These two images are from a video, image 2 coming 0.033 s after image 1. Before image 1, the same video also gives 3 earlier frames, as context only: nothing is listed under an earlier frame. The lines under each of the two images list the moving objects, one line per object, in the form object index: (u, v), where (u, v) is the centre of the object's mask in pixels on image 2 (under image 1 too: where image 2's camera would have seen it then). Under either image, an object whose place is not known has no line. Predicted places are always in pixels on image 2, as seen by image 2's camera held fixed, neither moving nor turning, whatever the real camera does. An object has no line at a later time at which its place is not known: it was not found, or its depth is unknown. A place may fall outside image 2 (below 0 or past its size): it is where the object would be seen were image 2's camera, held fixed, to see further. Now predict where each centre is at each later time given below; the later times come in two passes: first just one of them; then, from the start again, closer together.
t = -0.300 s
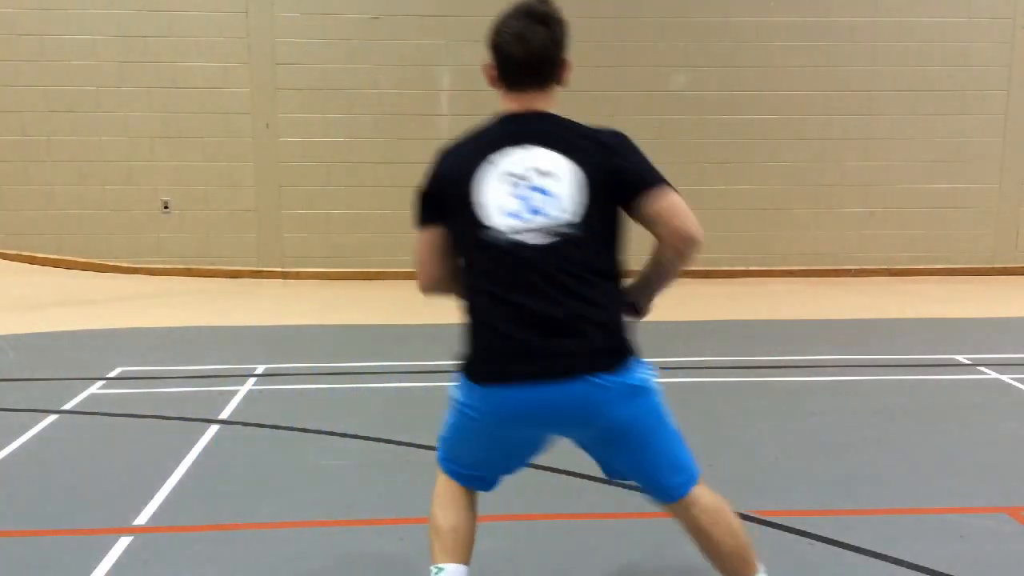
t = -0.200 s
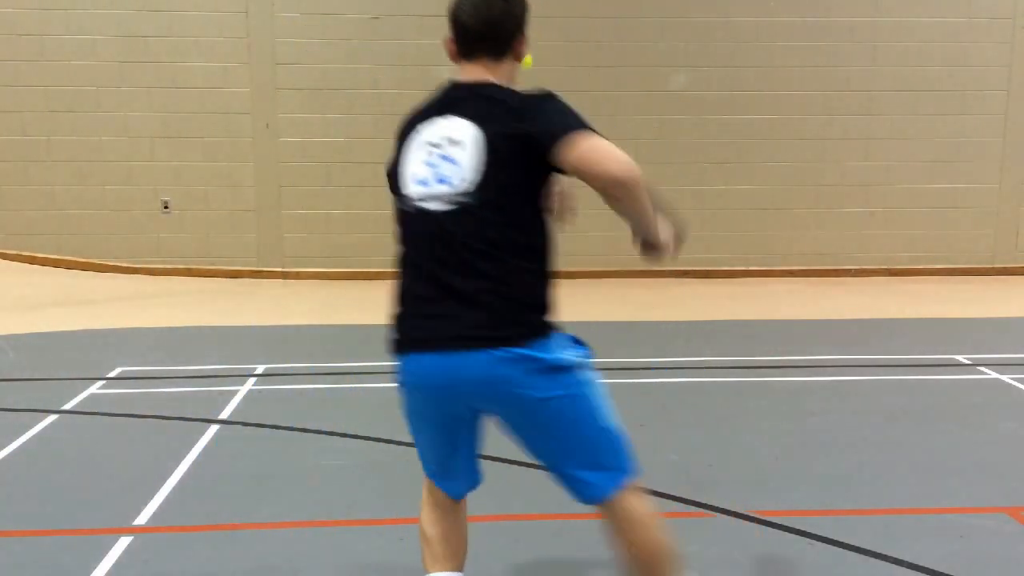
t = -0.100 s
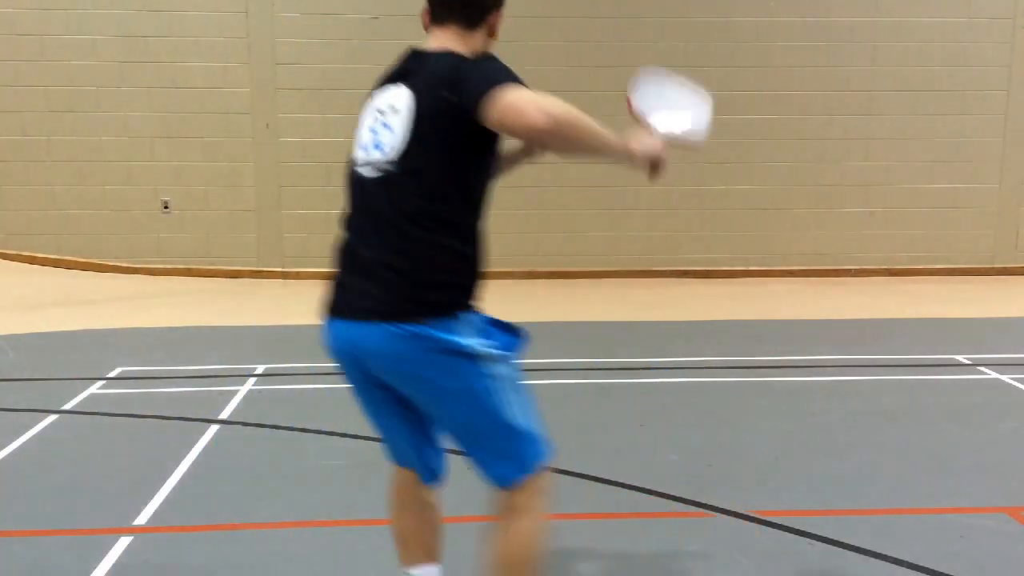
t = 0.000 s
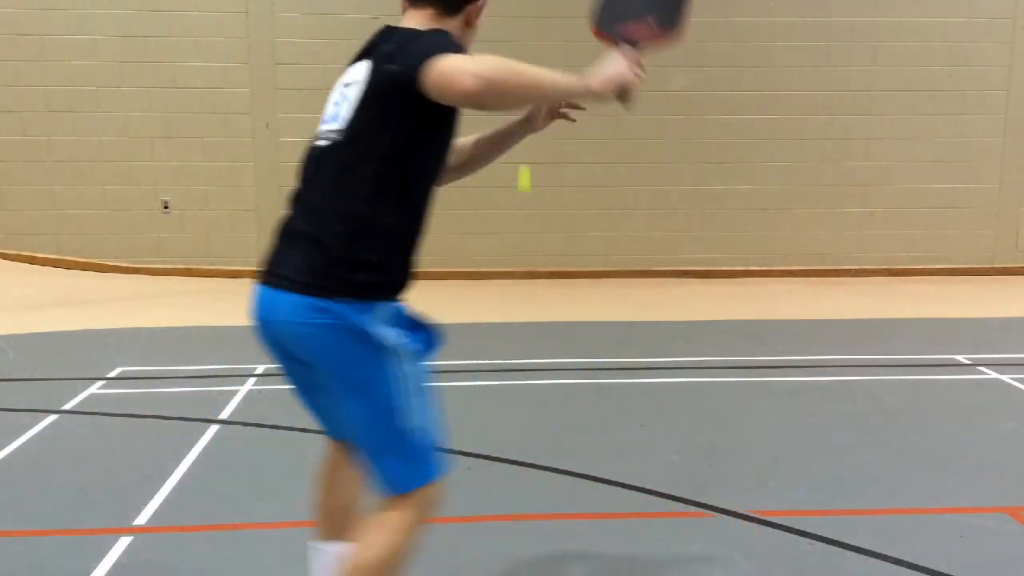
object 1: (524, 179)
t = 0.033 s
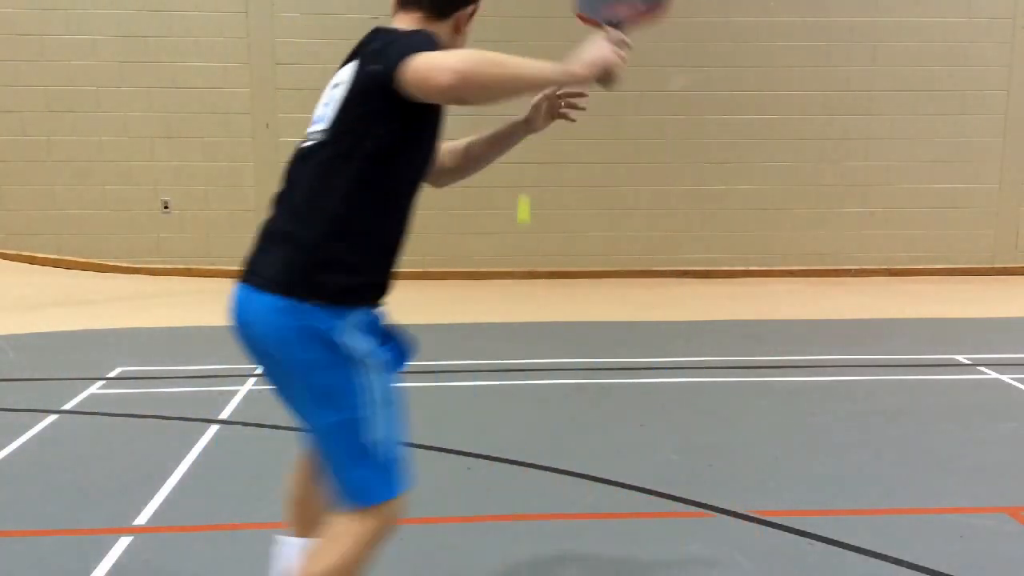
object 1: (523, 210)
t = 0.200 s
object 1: (520, 417)
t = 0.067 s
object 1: (523, 245)
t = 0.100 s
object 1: (522, 283)
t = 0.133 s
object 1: (522, 330)
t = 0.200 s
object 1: (520, 417)
